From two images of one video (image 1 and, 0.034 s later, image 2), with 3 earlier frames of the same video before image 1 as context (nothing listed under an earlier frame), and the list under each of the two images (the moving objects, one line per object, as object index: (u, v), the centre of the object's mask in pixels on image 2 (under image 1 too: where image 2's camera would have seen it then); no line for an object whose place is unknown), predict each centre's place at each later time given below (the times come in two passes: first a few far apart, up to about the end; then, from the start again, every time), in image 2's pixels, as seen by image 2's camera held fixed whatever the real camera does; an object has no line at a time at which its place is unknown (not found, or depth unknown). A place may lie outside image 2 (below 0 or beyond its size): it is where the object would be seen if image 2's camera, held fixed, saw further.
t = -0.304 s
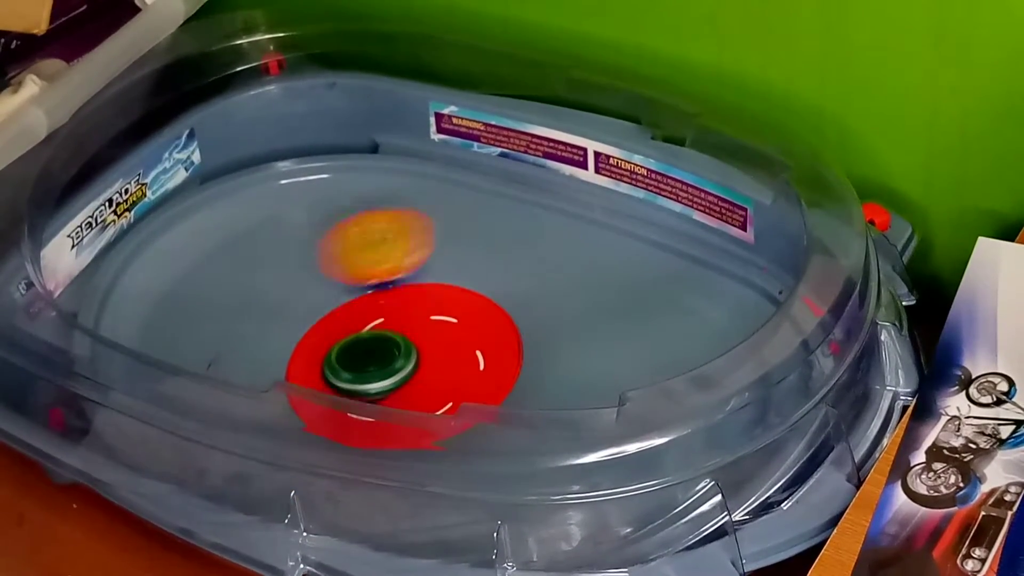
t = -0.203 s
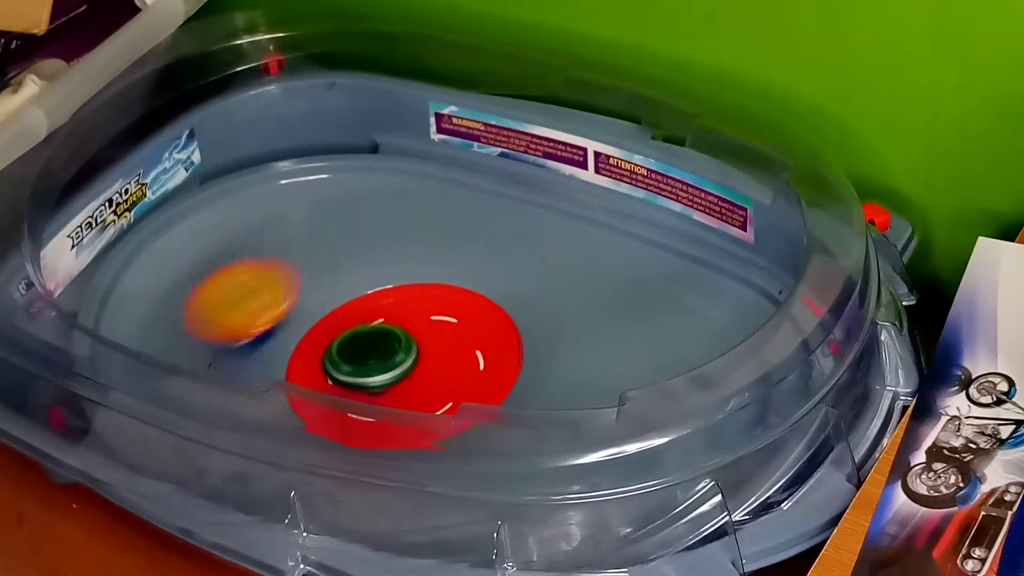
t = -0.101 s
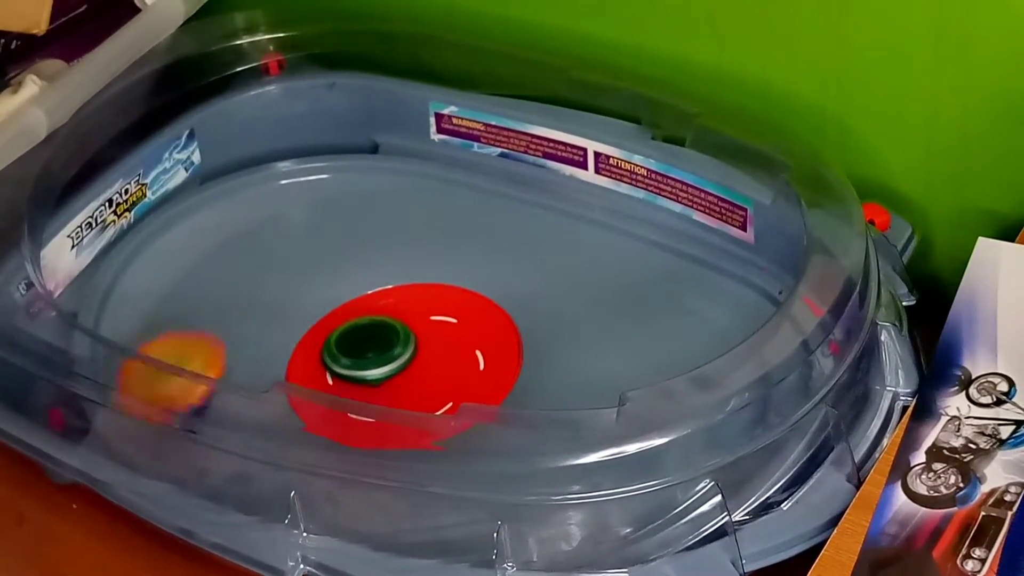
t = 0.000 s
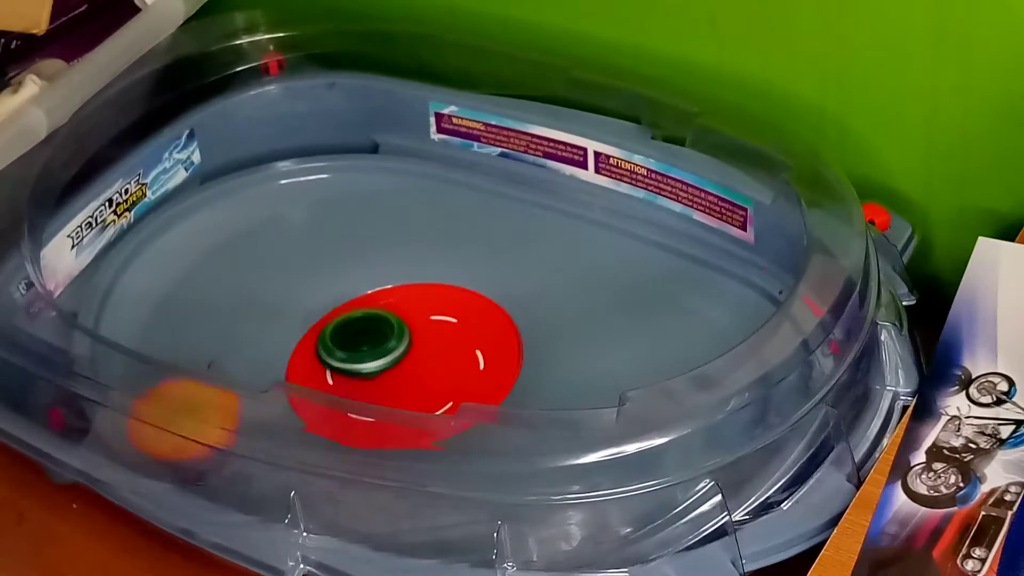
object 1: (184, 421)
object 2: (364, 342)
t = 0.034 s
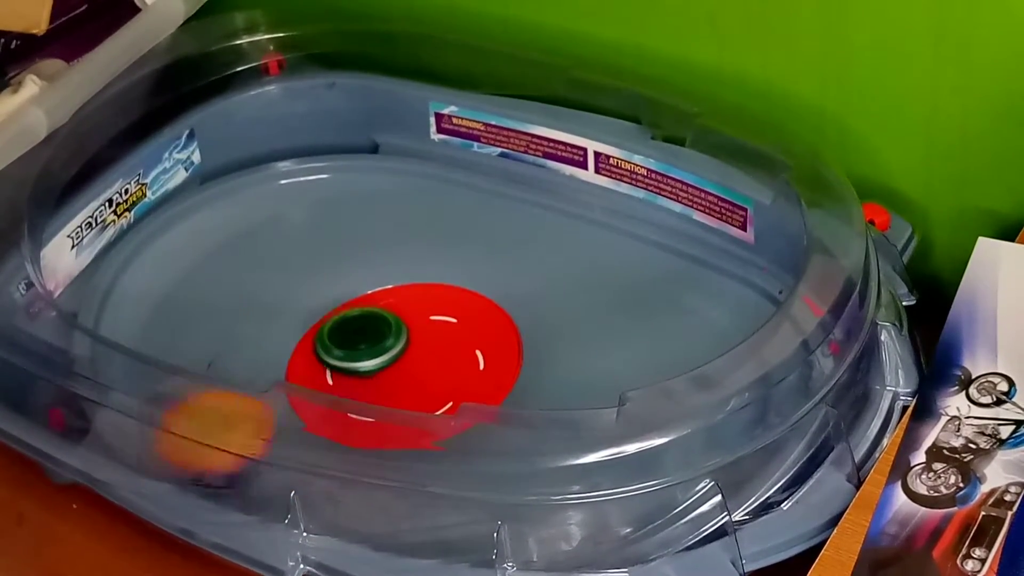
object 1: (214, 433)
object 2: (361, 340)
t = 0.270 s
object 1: (410, 444)
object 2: (350, 341)
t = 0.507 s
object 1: (560, 345)
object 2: (378, 353)
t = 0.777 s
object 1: (489, 246)
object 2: (395, 353)
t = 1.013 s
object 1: (225, 332)
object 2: (391, 352)
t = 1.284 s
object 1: (271, 453)
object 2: (394, 353)
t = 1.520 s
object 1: (420, 456)
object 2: (397, 359)
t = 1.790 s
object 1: (536, 353)
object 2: (396, 362)
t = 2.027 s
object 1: (432, 253)
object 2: (388, 360)
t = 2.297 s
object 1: (203, 364)
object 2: (382, 356)
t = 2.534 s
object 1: (228, 440)
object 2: (381, 354)
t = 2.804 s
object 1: (361, 450)
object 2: (383, 352)
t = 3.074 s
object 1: (514, 359)
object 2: (388, 352)
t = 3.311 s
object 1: (415, 243)
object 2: (391, 354)
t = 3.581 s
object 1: (217, 356)
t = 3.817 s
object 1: (237, 444)
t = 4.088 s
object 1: (373, 461)
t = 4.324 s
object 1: (501, 402)
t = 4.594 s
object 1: (526, 291)
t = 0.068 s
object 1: (244, 440)
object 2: (359, 339)
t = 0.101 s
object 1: (269, 445)
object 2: (357, 338)
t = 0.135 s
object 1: (295, 448)
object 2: (354, 337)
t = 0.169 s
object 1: (322, 451)
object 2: (352, 337)
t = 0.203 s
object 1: (351, 454)
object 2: (351, 338)
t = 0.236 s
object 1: (378, 453)
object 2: (350, 339)
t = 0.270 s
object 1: (410, 444)
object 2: (350, 341)
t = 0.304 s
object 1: (439, 437)
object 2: (352, 344)
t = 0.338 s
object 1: (467, 423)
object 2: (355, 346)
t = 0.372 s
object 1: (494, 410)
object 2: (359, 349)
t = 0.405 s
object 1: (518, 395)
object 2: (363, 350)
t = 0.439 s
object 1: (537, 375)
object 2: (369, 352)
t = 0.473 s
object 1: (550, 362)
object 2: (374, 353)
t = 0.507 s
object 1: (560, 345)
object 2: (378, 353)
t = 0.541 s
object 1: (565, 329)
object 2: (382, 354)
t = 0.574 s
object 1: (566, 313)
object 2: (386, 354)
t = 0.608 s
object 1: (562, 300)
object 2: (389, 355)
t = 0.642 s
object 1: (556, 288)
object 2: (391, 355)
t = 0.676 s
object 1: (546, 276)
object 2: (393, 354)
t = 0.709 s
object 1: (533, 266)
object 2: (395, 354)
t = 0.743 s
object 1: (514, 254)
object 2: (395, 353)
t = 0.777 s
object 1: (489, 246)
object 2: (395, 353)
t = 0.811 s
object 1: (458, 241)
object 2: (395, 353)
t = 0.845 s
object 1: (420, 242)
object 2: (395, 353)
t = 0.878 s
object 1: (377, 248)
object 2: (394, 352)
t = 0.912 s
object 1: (330, 263)
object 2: (393, 352)
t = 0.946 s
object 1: (289, 282)
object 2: (392, 352)
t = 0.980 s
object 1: (250, 308)
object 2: (392, 352)
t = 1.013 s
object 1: (225, 332)
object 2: (391, 352)
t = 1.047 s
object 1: (206, 359)
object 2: (391, 352)
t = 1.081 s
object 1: (195, 384)
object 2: (391, 352)
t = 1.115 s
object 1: (190, 403)
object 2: (392, 352)
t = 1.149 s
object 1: (188, 422)
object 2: (393, 352)
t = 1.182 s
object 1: (201, 429)
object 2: (394, 352)
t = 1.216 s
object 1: (222, 440)
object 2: (394, 353)
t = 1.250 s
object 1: (250, 446)
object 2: (394, 353)
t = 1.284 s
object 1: (271, 453)
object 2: (394, 353)
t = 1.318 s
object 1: (293, 457)
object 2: (394, 354)
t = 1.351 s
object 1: (312, 460)
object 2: (394, 355)
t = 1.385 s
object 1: (332, 461)
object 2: (395, 355)
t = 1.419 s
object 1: (353, 461)
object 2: (395, 356)
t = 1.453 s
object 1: (376, 460)
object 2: (396, 357)
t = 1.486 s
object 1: (398, 458)
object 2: (396, 358)
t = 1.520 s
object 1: (420, 456)
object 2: (397, 359)
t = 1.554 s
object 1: (443, 442)
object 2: (398, 359)
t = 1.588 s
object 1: (462, 434)
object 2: (398, 359)
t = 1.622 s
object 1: (483, 419)
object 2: (399, 360)
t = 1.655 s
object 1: (500, 404)
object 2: (399, 360)
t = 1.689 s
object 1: (518, 383)
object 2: (399, 360)
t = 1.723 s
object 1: (524, 376)
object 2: (398, 361)
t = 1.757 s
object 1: (531, 367)
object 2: (397, 362)
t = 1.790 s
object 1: (536, 353)
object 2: (396, 362)
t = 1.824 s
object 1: (538, 337)
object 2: (395, 363)
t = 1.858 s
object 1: (535, 320)
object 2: (393, 363)
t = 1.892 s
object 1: (528, 302)
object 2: (392, 362)
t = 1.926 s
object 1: (515, 286)
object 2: (391, 362)
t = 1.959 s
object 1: (492, 270)
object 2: (390, 361)
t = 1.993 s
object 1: (464, 258)
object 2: (389, 360)
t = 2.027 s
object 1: (432, 253)
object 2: (388, 360)
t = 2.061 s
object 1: (394, 253)
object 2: (388, 360)
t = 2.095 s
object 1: (357, 258)
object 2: (387, 359)
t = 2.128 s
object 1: (319, 268)
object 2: (386, 359)
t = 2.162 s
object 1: (282, 285)
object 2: (386, 358)
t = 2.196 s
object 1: (252, 306)
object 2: (385, 358)
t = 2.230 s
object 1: (230, 327)
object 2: (384, 357)
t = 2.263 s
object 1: (217, 342)
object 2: (383, 357)
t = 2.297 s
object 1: (203, 364)
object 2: (382, 356)
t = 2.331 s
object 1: (191, 383)
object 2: (382, 356)
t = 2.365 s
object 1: (186, 397)
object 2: (381, 356)
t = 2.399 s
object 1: (179, 414)
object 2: (381, 355)
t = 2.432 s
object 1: (185, 420)
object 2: (381, 355)
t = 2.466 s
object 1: (201, 427)
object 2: (380, 354)
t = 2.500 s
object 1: (215, 434)
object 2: (380, 354)
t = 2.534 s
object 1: (228, 440)
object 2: (381, 354)
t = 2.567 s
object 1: (242, 445)
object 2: (381, 353)
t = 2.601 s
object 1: (256, 449)
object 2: (381, 353)
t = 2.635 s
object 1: (272, 451)
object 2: (381, 353)
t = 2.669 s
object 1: (289, 452)
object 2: (381, 352)
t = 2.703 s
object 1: (306, 453)
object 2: (382, 352)
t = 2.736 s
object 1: (325, 453)
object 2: (382, 352)
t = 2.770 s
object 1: (342, 452)
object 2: (383, 352)
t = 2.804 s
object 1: (361, 450)
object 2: (383, 352)
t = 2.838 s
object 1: (383, 444)
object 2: (384, 351)
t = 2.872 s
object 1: (403, 439)
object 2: (384, 351)
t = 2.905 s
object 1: (424, 430)
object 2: (385, 351)
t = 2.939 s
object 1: (443, 415)
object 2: (385, 351)
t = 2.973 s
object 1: (464, 407)
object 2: (386, 351)
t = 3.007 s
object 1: (484, 384)
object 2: (386, 351)
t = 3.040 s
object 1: (502, 373)
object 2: (387, 351)
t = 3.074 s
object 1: (514, 359)
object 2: (388, 352)
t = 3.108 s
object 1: (523, 338)
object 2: (388, 352)
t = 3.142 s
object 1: (525, 317)
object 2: (389, 352)
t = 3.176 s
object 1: (519, 296)
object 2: (389, 352)
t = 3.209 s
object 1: (506, 276)
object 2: (390, 353)
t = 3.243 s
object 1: (483, 260)
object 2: (390, 353)
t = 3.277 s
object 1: (451, 248)
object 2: (390, 354)
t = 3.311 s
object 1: (415, 243)
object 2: (391, 354)
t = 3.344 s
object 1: (375, 245)
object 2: (391, 355)
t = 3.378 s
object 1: (334, 254)
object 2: (392, 355)
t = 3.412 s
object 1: (297, 270)
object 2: (392, 356)
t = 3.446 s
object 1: (269, 287)
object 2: (392, 356)
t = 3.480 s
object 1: (247, 305)
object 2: (393, 357)
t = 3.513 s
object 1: (233, 323)
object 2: (394, 356)
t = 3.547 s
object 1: (225, 340)
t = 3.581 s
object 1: (217, 356)
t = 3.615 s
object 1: (212, 373)
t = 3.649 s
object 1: (210, 390)
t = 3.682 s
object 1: (210, 402)
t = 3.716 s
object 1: (210, 416)
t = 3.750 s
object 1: (211, 432)
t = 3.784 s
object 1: (219, 439)
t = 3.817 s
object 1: (237, 444)
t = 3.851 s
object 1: (252, 449)
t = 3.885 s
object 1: (267, 454)
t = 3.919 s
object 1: (283, 457)
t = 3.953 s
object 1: (299, 459)
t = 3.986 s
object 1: (318, 460)
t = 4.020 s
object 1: (336, 462)
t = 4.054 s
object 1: (355, 461)
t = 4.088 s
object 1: (373, 461)
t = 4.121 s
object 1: (392, 457)
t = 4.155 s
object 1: (412, 449)
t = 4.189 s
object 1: (431, 443)
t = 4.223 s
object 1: (451, 431)
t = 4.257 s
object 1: (470, 423)
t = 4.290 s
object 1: (486, 413)
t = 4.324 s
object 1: (501, 402)
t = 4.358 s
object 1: (511, 393)
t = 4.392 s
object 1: (522, 377)
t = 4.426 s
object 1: (531, 367)
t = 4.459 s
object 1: (537, 352)
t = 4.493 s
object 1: (541, 337)
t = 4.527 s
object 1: (540, 322)
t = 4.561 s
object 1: (535, 306)
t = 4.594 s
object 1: (526, 291)
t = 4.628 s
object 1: (509, 277)
